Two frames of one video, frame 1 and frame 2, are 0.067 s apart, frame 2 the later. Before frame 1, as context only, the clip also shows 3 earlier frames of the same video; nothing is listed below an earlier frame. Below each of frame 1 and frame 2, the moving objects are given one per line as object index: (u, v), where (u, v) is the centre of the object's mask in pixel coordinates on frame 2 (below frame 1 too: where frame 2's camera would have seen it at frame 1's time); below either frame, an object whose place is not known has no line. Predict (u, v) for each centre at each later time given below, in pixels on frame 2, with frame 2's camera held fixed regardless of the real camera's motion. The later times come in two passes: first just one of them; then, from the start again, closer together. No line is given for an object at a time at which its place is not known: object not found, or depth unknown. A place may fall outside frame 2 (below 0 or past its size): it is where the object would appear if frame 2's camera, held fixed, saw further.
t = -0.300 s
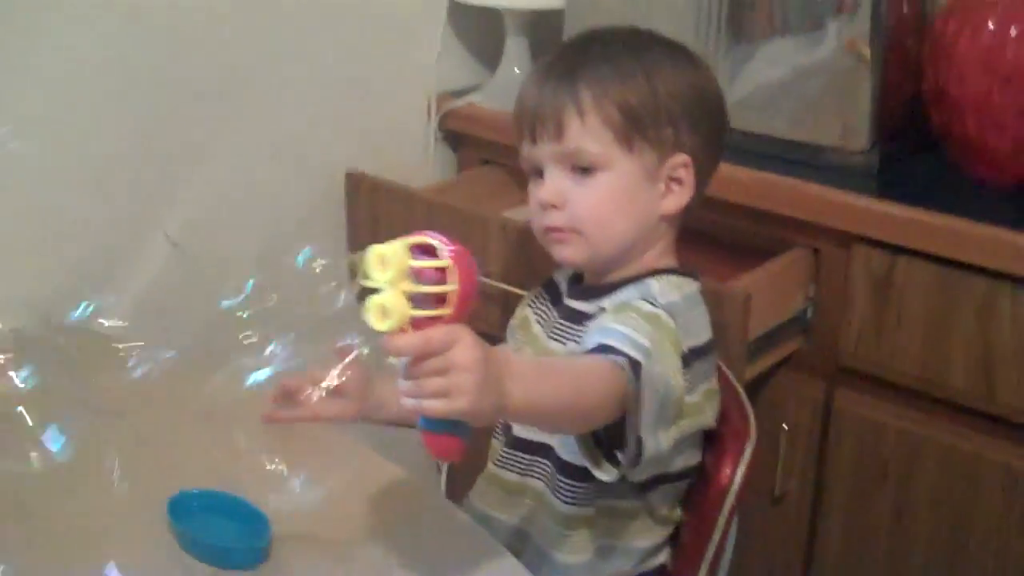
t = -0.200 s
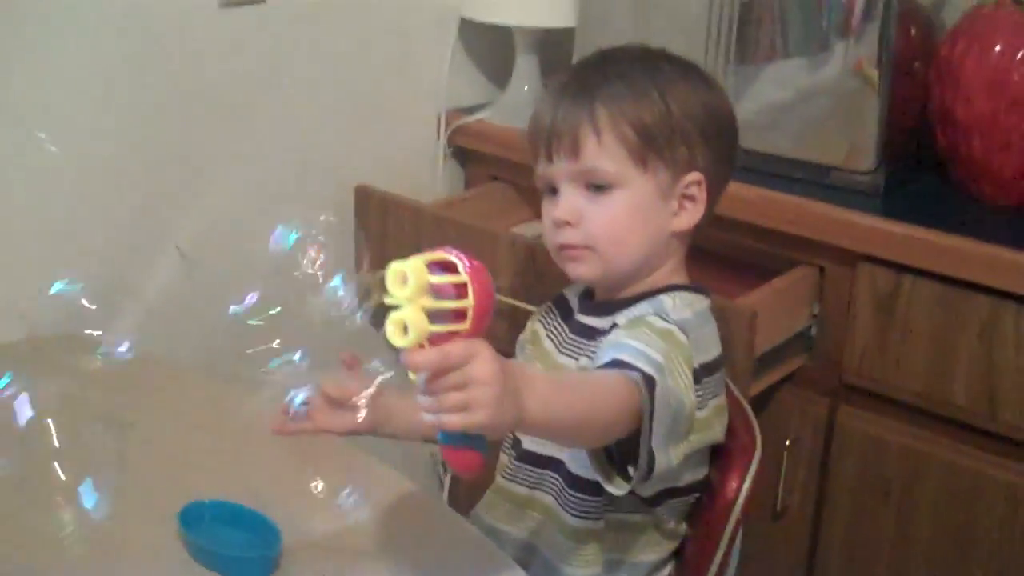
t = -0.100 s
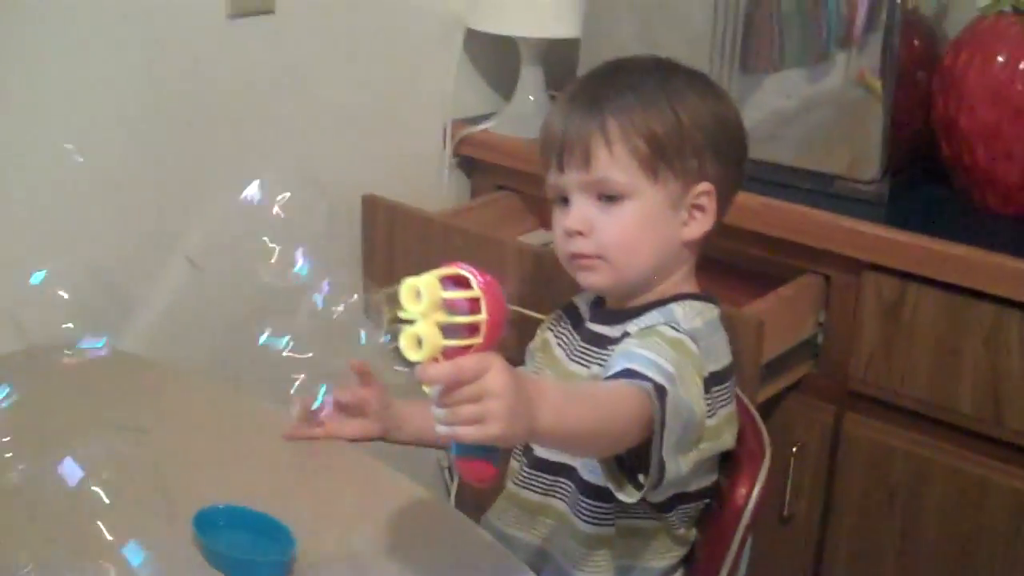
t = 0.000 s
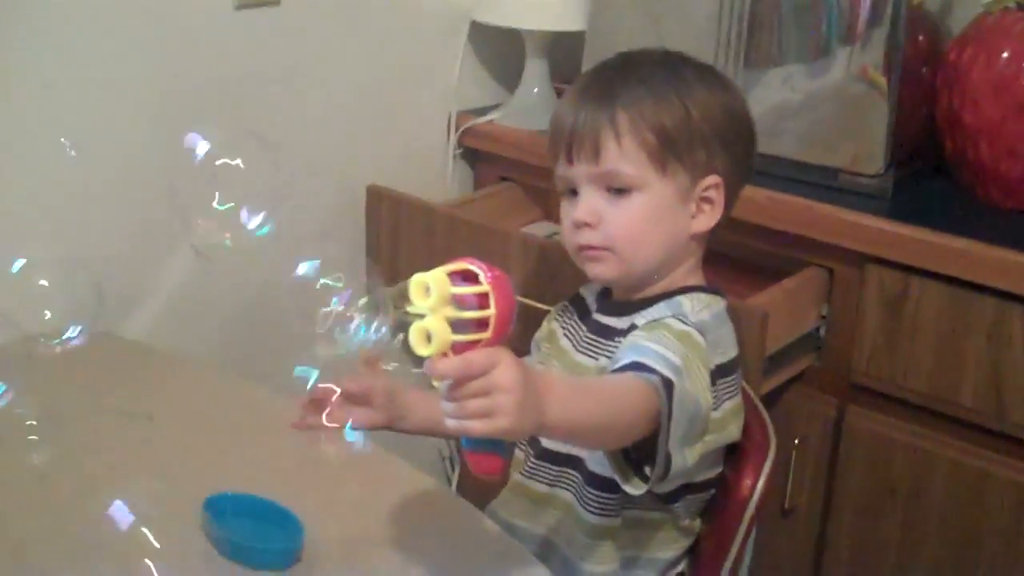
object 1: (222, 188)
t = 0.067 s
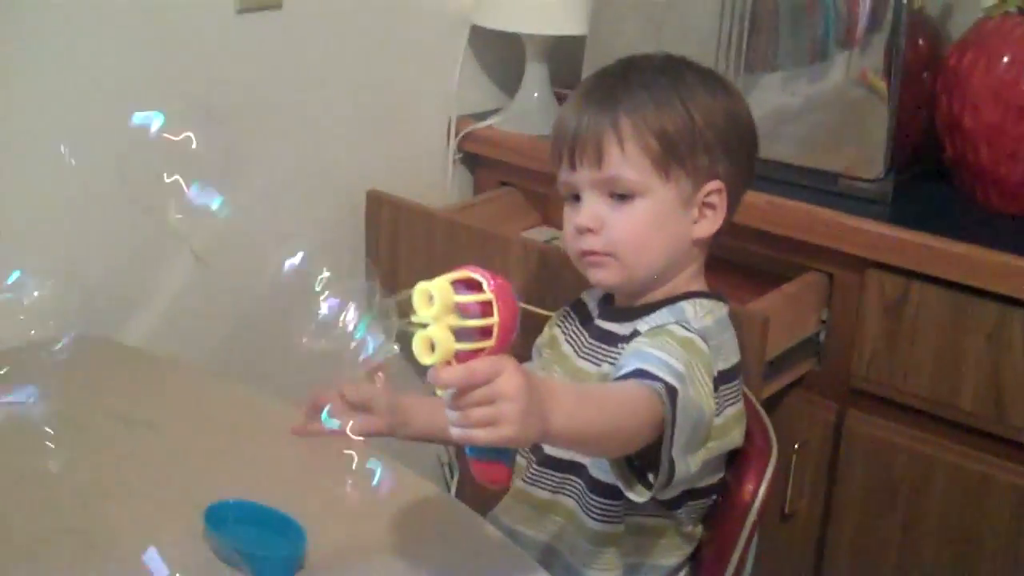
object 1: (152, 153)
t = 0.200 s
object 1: (86, 91)
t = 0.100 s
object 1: (142, 138)
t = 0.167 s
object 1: (94, 104)
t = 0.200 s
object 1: (86, 91)
